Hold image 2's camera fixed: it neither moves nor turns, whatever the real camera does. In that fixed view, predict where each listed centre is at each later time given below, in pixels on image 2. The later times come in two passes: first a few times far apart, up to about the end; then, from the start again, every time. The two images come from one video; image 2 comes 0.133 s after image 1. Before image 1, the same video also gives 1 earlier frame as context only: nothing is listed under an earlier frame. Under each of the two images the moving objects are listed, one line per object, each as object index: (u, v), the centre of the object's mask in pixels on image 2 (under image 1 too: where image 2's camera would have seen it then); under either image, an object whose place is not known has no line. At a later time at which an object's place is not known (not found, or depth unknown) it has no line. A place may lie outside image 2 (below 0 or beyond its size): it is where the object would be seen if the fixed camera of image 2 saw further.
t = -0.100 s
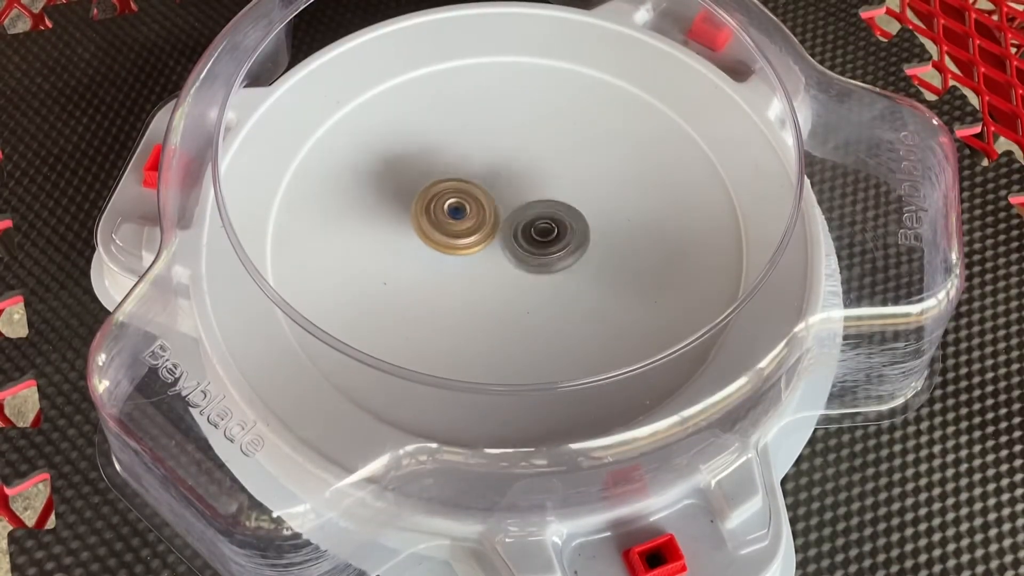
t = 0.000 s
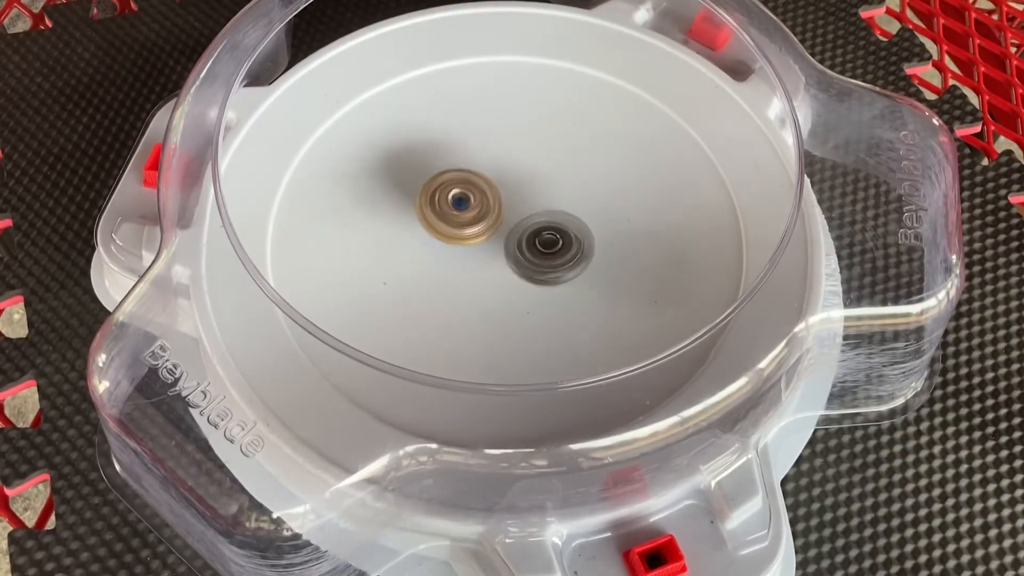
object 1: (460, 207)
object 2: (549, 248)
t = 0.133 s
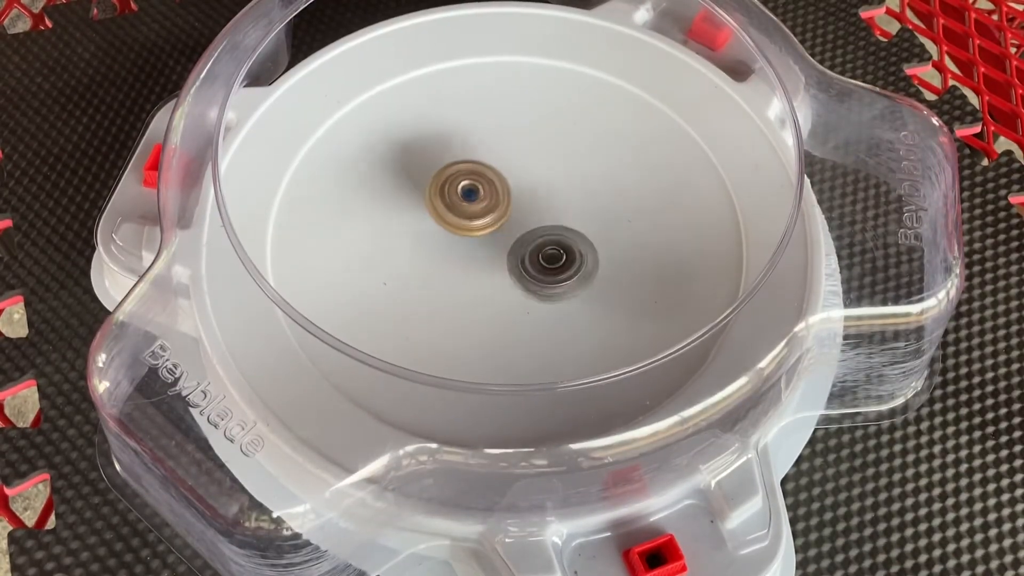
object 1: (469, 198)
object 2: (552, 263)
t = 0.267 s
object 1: (482, 200)
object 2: (539, 263)
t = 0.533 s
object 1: (500, 181)
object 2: (532, 290)
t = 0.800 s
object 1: (540, 180)
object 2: (499, 263)
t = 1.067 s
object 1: (560, 174)
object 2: (468, 260)
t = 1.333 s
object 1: (559, 195)
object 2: (482, 245)
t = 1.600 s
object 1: (575, 216)
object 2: (450, 249)
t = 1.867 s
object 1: (568, 240)
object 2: (460, 247)
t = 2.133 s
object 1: (573, 273)
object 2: (469, 219)
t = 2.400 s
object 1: (560, 292)
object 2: (499, 213)
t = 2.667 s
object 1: (526, 297)
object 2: (529, 217)
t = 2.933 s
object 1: (486, 298)
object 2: (546, 219)
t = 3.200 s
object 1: (457, 283)
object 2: (544, 239)
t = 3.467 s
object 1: (438, 253)
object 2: (537, 260)
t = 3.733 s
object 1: (431, 224)
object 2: (524, 271)
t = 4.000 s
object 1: (448, 207)
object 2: (506, 272)
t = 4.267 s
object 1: (485, 191)
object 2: (488, 273)
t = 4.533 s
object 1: (524, 184)
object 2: (480, 260)
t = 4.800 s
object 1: (553, 188)
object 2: (472, 240)
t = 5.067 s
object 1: (571, 200)
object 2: (481, 243)
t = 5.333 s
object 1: (579, 224)
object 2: (488, 243)
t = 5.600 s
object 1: (583, 249)
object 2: (476, 243)
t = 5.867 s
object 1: (565, 274)
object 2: (478, 234)
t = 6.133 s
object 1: (537, 289)
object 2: (475, 220)
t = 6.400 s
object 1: (502, 290)
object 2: (484, 210)
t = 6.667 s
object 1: (474, 283)
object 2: (502, 197)
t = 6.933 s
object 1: (455, 262)
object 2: (530, 210)
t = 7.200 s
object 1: (449, 236)
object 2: (563, 230)
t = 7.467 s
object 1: (463, 216)
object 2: (554, 259)
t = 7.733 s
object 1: (494, 205)
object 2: (510, 282)
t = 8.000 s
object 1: (530, 208)
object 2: (480, 294)
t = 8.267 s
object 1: (551, 223)
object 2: (459, 277)
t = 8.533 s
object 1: (553, 244)
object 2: (457, 238)
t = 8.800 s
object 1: (541, 269)
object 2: (466, 206)
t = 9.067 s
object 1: (514, 283)
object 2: (505, 203)
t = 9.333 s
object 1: (484, 280)
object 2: (545, 216)
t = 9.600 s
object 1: (445, 266)
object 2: (565, 224)
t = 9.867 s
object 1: (428, 244)
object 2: (542, 248)
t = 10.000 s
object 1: (432, 233)
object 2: (523, 260)
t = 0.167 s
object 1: (472, 199)
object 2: (550, 265)
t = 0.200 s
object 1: (475, 199)
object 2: (547, 265)
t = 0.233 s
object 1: (478, 200)
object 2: (543, 265)
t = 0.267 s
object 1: (482, 200)
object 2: (539, 263)
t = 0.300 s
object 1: (485, 199)
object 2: (535, 263)
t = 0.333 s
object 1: (483, 190)
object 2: (538, 273)
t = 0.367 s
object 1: (484, 184)
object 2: (539, 280)
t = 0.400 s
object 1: (485, 182)
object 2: (540, 286)
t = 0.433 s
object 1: (488, 180)
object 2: (540, 290)
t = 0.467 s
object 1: (492, 181)
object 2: (538, 292)
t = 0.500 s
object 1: (496, 181)
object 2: (536, 292)
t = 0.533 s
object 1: (500, 181)
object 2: (532, 290)
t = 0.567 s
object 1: (505, 182)
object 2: (529, 286)
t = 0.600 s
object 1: (509, 183)
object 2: (525, 281)
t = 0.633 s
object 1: (514, 184)
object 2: (522, 277)
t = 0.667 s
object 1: (519, 185)
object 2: (518, 271)
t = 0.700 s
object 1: (523, 186)
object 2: (514, 266)
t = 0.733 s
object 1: (528, 187)
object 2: (511, 260)
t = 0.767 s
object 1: (534, 183)
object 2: (505, 260)
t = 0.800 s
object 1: (540, 180)
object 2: (499, 263)
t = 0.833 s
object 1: (545, 178)
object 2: (493, 264)
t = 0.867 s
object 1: (549, 176)
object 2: (487, 266)
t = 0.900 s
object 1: (552, 174)
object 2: (482, 266)
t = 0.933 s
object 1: (555, 173)
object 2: (478, 266)
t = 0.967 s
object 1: (557, 173)
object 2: (474, 265)
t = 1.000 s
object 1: (558, 173)
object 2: (471, 264)
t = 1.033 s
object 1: (559, 173)
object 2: (469, 262)
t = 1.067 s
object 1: (560, 174)
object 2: (468, 260)
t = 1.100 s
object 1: (560, 176)
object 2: (467, 258)
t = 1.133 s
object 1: (560, 178)
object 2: (467, 256)
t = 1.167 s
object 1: (560, 179)
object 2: (469, 253)
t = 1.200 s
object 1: (560, 181)
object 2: (471, 251)
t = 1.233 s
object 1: (559, 184)
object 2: (473, 249)
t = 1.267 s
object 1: (559, 187)
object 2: (476, 248)
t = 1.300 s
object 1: (559, 190)
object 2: (479, 246)
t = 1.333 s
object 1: (559, 195)
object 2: (482, 245)
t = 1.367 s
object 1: (560, 199)
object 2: (485, 243)
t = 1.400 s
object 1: (566, 201)
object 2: (481, 244)
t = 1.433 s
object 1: (573, 203)
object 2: (475, 246)
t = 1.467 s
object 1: (577, 206)
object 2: (471, 247)
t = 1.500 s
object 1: (578, 209)
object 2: (464, 247)
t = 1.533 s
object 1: (577, 211)
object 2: (458, 247)
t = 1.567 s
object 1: (576, 213)
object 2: (453, 246)
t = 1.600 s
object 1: (575, 216)
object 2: (450, 249)
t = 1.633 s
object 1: (574, 219)
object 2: (448, 250)
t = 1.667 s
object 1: (573, 221)
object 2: (446, 250)
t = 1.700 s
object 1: (572, 224)
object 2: (445, 250)
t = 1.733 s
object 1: (572, 228)
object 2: (446, 252)
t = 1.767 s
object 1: (571, 230)
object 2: (448, 250)
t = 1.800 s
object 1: (570, 233)
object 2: (452, 250)
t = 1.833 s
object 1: (569, 236)
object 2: (455, 247)
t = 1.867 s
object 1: (568, 240)
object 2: (460, 247)
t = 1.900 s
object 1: (566, 243)
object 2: (466, 246)
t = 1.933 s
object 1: (565, 247)
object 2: (470, 244)
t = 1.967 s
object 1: (568, 250)
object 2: (468, 240)
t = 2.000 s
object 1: (571, 256)
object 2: (467, 235)
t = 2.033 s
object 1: (572, 261)
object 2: (467, 230)
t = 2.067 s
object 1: (572, 265)
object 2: (467, 226)
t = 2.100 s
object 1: (573, 269)
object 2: (468, 222)
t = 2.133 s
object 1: (573, 273)
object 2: (469, 219)
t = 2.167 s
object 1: (572, 276)
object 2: (471, 217)
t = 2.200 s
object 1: (572, 280)
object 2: (476, 216)
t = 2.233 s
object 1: (571, 282)
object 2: (479, 214)
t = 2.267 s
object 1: (569, 285)
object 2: (483, 214)
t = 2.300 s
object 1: (567, 287)
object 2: (486, 212)
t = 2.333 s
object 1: (565, 289)
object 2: (489, 213)
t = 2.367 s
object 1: (562, 290)
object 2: (494, 214)
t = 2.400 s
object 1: (560, 292)
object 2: (499, 213)
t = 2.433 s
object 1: (556, 293)
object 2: (504, 213)
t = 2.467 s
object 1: (553, 293)
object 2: (508, 214)
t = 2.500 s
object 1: (549, 294)
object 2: (511, 215)
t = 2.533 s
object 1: (545, 294)
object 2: (515, 216)
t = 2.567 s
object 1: (541, 295)
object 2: (519, 216)
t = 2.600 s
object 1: (536, 295)
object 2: (522, 216)
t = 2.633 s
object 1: (531, 296)
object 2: (524, 217)
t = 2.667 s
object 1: (526, 297)
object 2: (529, 217)
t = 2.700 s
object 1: (520, 298)
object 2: (533, 217)
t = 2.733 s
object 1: (515, 299)
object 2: (536, 216)
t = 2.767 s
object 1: (510, 299)
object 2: (538, 215)
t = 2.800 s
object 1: (504, 300)
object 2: (541, 216)
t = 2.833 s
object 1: (499, 300)
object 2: (543, 216)
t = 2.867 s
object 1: (495, 300)
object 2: (545, 217)
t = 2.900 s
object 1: (490, 299)
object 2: (545, 218)
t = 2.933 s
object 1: (486, 298)
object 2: (546, 219)
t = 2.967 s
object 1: (482, 297)
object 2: (548, 221)
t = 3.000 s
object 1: (478, 296)
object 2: (548, 223)
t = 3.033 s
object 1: (474, 295)
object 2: (546, 224)
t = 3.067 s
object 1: (471, 293)
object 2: (546, 227)
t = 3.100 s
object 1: (467, 291)
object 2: (546, 230)
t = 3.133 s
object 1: (464, 289)
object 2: (546, 234)
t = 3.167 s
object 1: (460, 286)
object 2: (544, 236)
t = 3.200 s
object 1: (457, 283)
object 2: (544, 239)
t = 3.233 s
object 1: (455, 280)
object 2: (543, 242)
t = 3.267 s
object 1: (452, 277)
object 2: (542, 245)
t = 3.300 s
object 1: (449, 273)
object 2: (540, 248)
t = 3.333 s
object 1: (447, 269)
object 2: (539, 250)
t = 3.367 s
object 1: (444, 265)
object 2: (539, 254)
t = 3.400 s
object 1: (442, 261)
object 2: (537, 254)
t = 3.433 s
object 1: (440, 257)
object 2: (537, 258)
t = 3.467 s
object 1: (438, 253)
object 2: (537, 260)
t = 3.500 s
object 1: (436, 249)
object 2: (536, 263)
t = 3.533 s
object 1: (435, 245)
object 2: (534, 263)
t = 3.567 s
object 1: (433, 240)
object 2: (533, 265)
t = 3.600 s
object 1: (432, 237)
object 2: (532, 268)
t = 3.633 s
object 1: (431, 233)
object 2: (530, 268)
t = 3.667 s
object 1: (431, 229)
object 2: (529, 269)
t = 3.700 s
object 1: (431, 226)
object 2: (527, 270)
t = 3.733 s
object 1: (431, 224)
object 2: (524, 271)
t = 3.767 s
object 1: (432, 221)
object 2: (522, 271)
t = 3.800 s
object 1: (433, 219)
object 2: (521, 272)
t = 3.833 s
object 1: (434, 216)
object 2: (518, 273)
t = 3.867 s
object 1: (436, 214)
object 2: (515, 272)
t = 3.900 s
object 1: (439, 212)
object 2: (514, 273)
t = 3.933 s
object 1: (441, 210)
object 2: (511, 273)
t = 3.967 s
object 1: (444, 208)
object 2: (508, 272)
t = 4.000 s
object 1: (448, 207)
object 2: (506, 272)
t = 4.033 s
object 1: (451, 205)
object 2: (502, 273)
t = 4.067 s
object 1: (455, 203)
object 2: (500, 271)
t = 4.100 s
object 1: (460, 202)
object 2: (498, 272)
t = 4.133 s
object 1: (464, 200)
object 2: (495, 273)
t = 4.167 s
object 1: (469, 197)
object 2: (493, 273)
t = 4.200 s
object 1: (474, 195)
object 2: (491, 274)
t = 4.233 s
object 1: (479, 193)
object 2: (489, 275)
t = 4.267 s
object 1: (485, 191)
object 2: (488, 273)
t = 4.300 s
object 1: (490, 190)
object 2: (486, 273)
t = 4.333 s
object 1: (495, 188)
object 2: (485, 272)
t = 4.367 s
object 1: (500, 187)
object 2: (484, 270)
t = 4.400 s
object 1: (506, 186)
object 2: (483, 269)
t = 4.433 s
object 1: (511, 185)
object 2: (482, 267)
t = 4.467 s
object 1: (515, 185)
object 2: (483, 265)
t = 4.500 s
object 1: (520, 184)
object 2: (480, 263)
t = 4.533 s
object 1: (524, 184)
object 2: (480, 260)
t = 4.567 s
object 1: (528, 184)
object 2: (480, 257)
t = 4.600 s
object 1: (531, 184)
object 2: (479, 255)
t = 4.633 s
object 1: (534, 185)
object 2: (479, 251)
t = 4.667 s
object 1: (537, 186)
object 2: (479, 248)
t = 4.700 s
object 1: (540, 187)
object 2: (478, 245)
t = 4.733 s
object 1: (543, 188)
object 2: (479, 241)
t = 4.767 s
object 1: (546, 188)
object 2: (476, 240)
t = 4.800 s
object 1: (553, 188)
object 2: (472, 240)
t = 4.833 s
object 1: (557, 189)
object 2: (469, 241)
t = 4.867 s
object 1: (560, 189)
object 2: (469, 242)
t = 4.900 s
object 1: (563, 191)
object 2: (470, 241)
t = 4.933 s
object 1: (565, 192)
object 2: (471, 243)
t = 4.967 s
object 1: (567, 194)
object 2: (473, 243)
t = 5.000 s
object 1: (568, 196)
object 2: (477, 243)
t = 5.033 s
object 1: (570, 198)
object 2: (478, 243)
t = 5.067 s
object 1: (571, 200)
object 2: (481, 243)
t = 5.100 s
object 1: (572, 203)
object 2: (485, 243)
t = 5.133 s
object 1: (572, 206)
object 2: (487, 242)
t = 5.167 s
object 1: (573, 209)
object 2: (492, 241)
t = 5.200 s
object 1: (577, 211)
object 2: (488, 241)
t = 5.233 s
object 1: (578, 214)
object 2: (486, 242)
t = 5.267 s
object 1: (579, 217)
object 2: (487, 243)
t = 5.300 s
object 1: (579, 220)
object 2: (487, 242)
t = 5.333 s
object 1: (579, 224)
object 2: (488, 243)
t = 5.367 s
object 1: (582, 227)
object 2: (486, 242)
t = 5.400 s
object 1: (585, 231)
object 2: (481, 243)
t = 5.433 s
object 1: (586, 234)
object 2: (477, 243)
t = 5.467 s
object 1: (586, 238)
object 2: (475, 243)
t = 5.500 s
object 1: (586, 240)
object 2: (472, 243)
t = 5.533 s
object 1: (586, 243)
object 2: (474, 243)
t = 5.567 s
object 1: (584, 246)
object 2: (474, 243)
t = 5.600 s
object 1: (583, 249)
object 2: (476, 243)
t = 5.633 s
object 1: (581, 252)
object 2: (477, 243)
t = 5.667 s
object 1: (579, 255)
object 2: (479, 242)
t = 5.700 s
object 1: (576, 258)
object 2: (482, 242)
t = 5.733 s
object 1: (574, 262)
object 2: (484, 241)
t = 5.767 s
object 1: (574, 266)
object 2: (481, 238)
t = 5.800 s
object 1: (571, 269)
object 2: (479, 236)
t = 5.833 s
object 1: (569, 272)
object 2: (478, 235)
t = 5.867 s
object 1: (565, 274)
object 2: (478, 234)
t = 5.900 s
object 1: (562, 277)
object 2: (479, 233)
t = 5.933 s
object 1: (558, 279)
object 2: (479, 233)
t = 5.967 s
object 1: (556, 282)
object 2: (481, 231)
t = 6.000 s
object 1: (553, 285)
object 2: (477, 227)
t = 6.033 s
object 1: (550, 287)
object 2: (476, 224)
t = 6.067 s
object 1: (547, 288)
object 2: (475, 222)
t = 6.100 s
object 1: (542, 289)
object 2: (474, 221)
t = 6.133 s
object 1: (537, 289)
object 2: (475, 220)
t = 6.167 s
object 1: (533, 289)
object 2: (475, 220)
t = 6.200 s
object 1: (528, 289)
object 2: (476, 220)
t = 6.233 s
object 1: (523, 289)
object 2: (477, 220)
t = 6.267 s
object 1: (518, 289)
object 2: (478, 218)
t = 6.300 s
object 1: (515, 290)
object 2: (479, 217)
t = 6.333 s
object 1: (510, 290)
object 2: (481, 215)
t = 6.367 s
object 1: (506, 289)
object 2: (482, 214)
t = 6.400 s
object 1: (502, 290)
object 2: (484, 210)
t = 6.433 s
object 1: (499, 290)
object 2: (484, 208)
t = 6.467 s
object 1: (495, 289)
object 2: (486, 207)
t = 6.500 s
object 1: (492, 288)
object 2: (487, 206)
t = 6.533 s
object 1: (489, 286)
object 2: (490, 206)
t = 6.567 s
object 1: (485, 284)
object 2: (491, 205)
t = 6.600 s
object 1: (481, 284)
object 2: (496, 202)
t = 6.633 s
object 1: (478, 284)
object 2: (498, 199)
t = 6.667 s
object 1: (474, 283)
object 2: (502, 197)
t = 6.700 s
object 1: (471, 281)
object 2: (504, 196)
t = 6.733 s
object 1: (470, 280)
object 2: (507, 196)
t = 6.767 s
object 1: (467, 277)
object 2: (511, 198)
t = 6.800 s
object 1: (465, 274)
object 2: (513, 199)
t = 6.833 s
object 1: (463, 271)
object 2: (517, 203)
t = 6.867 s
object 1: (461, 268)
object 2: (518, 206)
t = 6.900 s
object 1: (458, 265)
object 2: (525, 209)
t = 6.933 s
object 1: (455, 262)
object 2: (530, 210)
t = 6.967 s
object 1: (452, 259)
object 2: (538, 211)
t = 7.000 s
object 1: (451, 256)
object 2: (542, 214)
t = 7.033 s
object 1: (450, 252)
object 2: (546, 215)
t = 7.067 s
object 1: (449, 249)
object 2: (552, 220)
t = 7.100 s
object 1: (449, 245)
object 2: (554, 222)
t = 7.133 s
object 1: (448, 242)
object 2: (559, 225)
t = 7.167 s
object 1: (448, 239)
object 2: (562, 228)
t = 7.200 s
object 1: (449, 236)
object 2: (563, 230)
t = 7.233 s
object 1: (450, 233)
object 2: (567, 234)
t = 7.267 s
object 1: (451, 230)
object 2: (565, 237)
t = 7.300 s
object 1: (452, 227)
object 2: (567, 241)
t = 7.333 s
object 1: (454, 225)
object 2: (566, 244)
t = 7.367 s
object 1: (456, 222)
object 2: (564, 247)
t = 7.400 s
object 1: (458, 220)
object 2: (562, 252)
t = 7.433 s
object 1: (461, 218)
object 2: (556, 255)
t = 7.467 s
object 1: (463, 216)
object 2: (554, 259)
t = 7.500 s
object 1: (467, 214)
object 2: (548, 262)
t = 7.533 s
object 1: (470, 212)
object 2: (543, 265)
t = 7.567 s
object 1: (474, 210)
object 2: (537, 267)
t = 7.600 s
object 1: (477, 209)
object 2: (531, 271)
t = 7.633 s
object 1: (481, 207)
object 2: (527, 274)
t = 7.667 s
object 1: (485, 206)
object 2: (521, 276)
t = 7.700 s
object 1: (490, 204)
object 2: (515, 278)
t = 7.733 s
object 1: (494, 205)
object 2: (510, 282)
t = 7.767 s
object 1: (499, 204)
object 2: (504, 285)
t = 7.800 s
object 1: (503, 204)
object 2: (501, 288)
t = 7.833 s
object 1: (507, 204)
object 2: (496, 289)
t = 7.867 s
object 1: (512, 204)
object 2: (492, 291)
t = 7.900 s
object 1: (517, 205)
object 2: (489, 293)
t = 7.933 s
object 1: (521, 206)
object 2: (485, 294)
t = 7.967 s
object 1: (525, 207)
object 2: (481, 295)
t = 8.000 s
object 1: (530, 208)
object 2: (480, 294)
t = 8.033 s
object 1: (533, 210)
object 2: (475, 294)
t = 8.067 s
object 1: (537, 211)
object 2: (473, 293)
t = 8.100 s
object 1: (540, 213)
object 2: (471, 291)
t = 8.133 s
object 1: (543, 214)
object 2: (468, 289)
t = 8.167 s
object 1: (546, 216)
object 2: (466, 287)
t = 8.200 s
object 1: (548, 218)
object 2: (463, 283)
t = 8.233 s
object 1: (550, 219)
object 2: (461, 279)
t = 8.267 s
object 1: (551, 223)
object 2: (459, 277)
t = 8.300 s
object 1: (552, 224)
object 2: (458, 272)
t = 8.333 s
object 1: (553, 228)
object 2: (456, 269)
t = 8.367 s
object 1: (554, 230)
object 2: (457, 263)
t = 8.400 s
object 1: (554, 233)
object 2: (456, 259)
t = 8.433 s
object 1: (555, 236)
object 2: (455, 253)
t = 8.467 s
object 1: (554, 238)
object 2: (457, 248)
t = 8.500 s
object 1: (554, 241)
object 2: (456, 244)
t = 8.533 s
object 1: (553, 244)
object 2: (457, 238)
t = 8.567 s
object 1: (551, 247)
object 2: (459, 233)
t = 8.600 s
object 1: (550, 250)
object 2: (460, 228)
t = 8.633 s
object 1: (548, 253)
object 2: (462, 224)
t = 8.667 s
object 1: (549, 257)
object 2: (462, 218)
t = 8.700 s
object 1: (547, 260)
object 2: (460, 213)
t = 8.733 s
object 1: (546, 263)
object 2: (460, 209)
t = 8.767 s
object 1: (544, 266)
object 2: (463, 207)
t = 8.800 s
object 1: (541, 269)
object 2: (466, 206)
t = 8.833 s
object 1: (538, 272)
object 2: (469, 204)
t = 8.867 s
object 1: (535, 274)
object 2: (474, 203)
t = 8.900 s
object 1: (532, 277)
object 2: (479, 203)
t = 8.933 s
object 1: (529, 278)
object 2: (483, 202)
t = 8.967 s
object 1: (525, 280)
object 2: (489, 201)
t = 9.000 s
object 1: (522, 281)
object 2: (495, 202)
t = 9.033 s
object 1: (518, 282)
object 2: (500, 202)
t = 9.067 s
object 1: (514, 283)
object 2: (505, 203)
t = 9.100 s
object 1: (511, 283)
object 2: (512, 204)
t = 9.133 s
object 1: (507, 283)
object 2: (516, 205)
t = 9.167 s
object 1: (503, 283)
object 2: (521, 206)
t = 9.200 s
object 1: (499, 283)
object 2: (527, 208)
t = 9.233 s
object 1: (496, 282)
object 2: (533, 210)
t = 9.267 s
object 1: (492, 282)
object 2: (536, 212)
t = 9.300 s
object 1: (488, 281)
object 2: (541, 213)
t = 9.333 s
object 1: (484, 280)
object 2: (545, 216)
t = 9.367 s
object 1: (481, 278)
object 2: (546, 219)
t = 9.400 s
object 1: (477, 277)
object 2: (548, 222)
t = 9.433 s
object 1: (475, 275)
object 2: (548, 225)
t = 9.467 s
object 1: (468, 274)
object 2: (550, 226)
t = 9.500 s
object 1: (461, 272)
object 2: (556, 224)
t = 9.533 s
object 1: (454, 271)
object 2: (560, 223)
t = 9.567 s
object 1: (449, 268)
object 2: (564, 223)
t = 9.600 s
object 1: (445, 266)
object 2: (565, 224)
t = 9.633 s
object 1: (440, 263)
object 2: (566, 224)
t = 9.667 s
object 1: (437, 261)
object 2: (566, 226)
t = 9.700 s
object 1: (434, 258)
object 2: (565, 228)
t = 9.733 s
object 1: (432, 255)
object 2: (562, 230)
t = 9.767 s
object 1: (430, 252)
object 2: (558, 234)
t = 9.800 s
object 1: (429, 250)
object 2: (554, 240)
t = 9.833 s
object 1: (428, 247)
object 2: (548, 244)
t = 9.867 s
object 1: (428, 244)
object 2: (542, 248)
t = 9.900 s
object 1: (429, 241)
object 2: (536, 252)
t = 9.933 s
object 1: (429, 238)
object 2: (532, 255)
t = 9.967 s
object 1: (431, 235)
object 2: (527, 258)
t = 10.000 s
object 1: (432, 233)
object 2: (523, 260)
